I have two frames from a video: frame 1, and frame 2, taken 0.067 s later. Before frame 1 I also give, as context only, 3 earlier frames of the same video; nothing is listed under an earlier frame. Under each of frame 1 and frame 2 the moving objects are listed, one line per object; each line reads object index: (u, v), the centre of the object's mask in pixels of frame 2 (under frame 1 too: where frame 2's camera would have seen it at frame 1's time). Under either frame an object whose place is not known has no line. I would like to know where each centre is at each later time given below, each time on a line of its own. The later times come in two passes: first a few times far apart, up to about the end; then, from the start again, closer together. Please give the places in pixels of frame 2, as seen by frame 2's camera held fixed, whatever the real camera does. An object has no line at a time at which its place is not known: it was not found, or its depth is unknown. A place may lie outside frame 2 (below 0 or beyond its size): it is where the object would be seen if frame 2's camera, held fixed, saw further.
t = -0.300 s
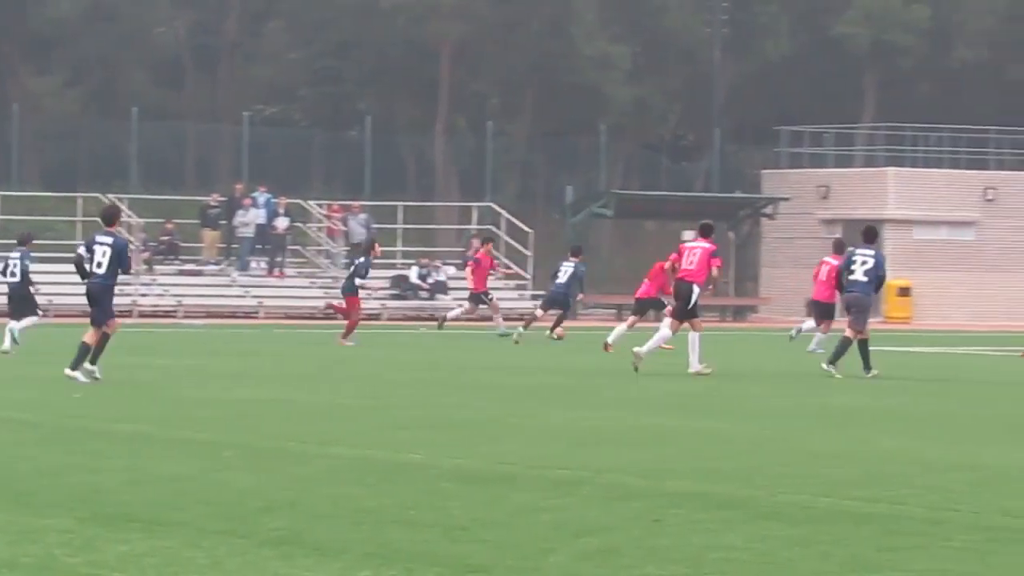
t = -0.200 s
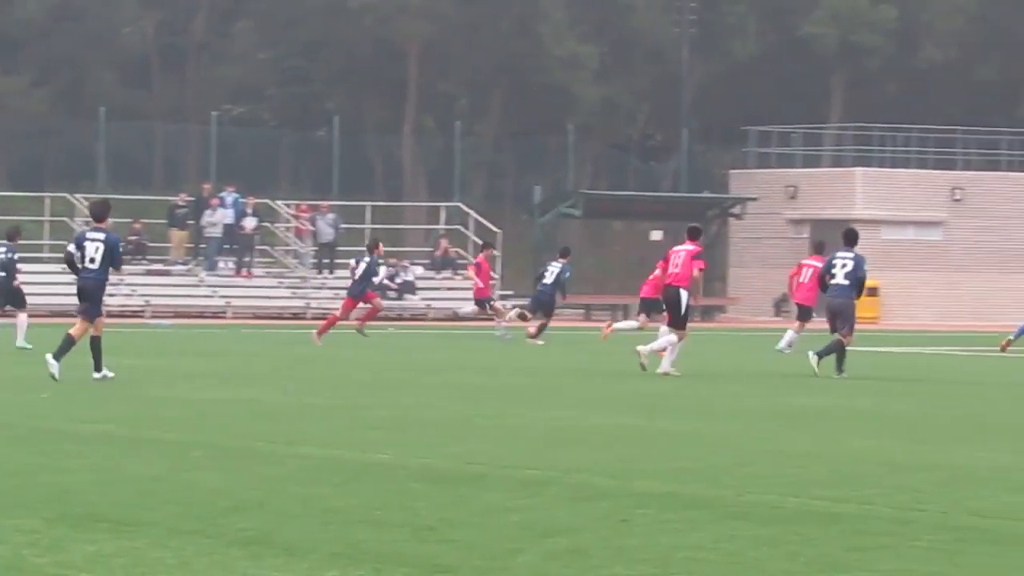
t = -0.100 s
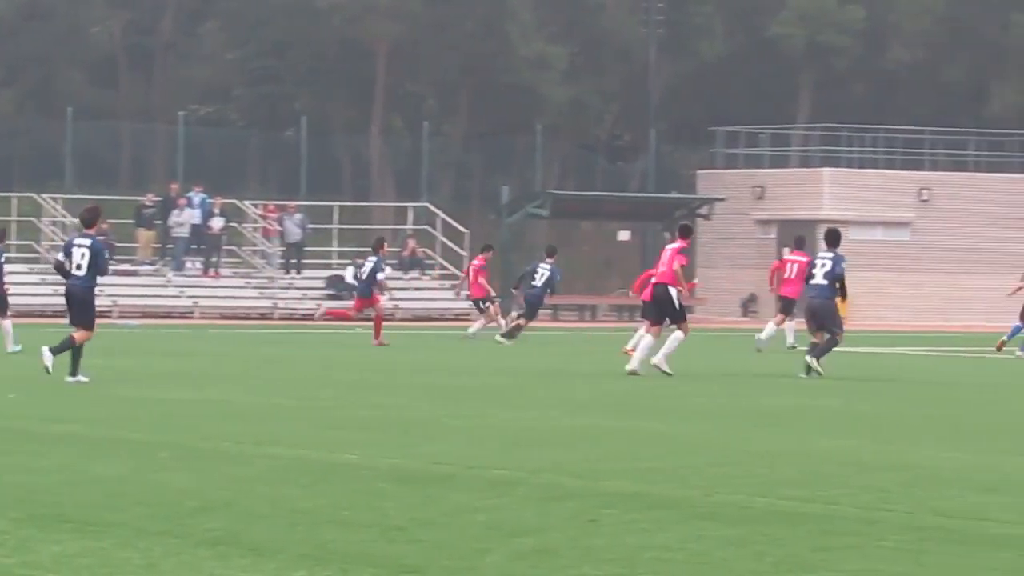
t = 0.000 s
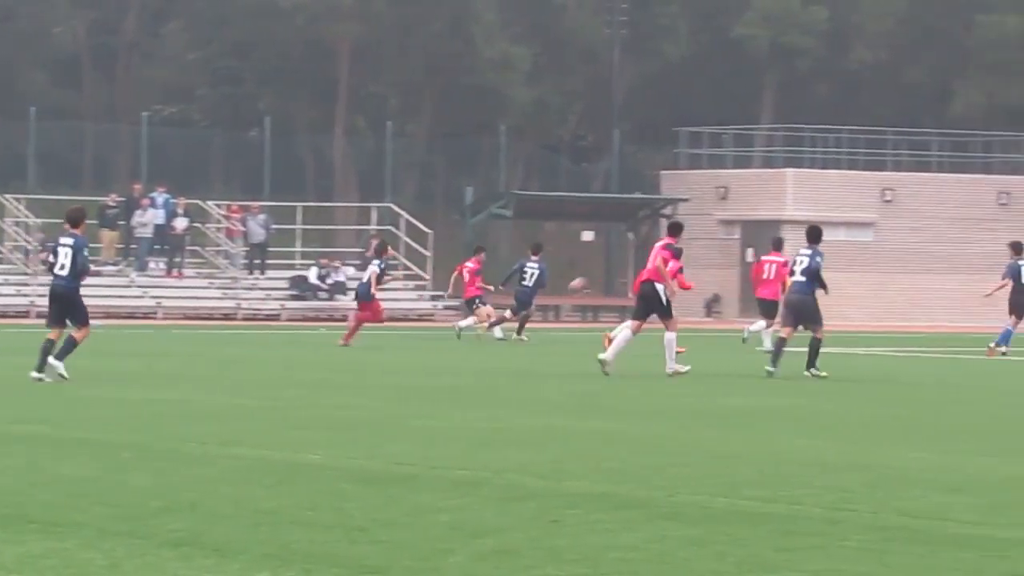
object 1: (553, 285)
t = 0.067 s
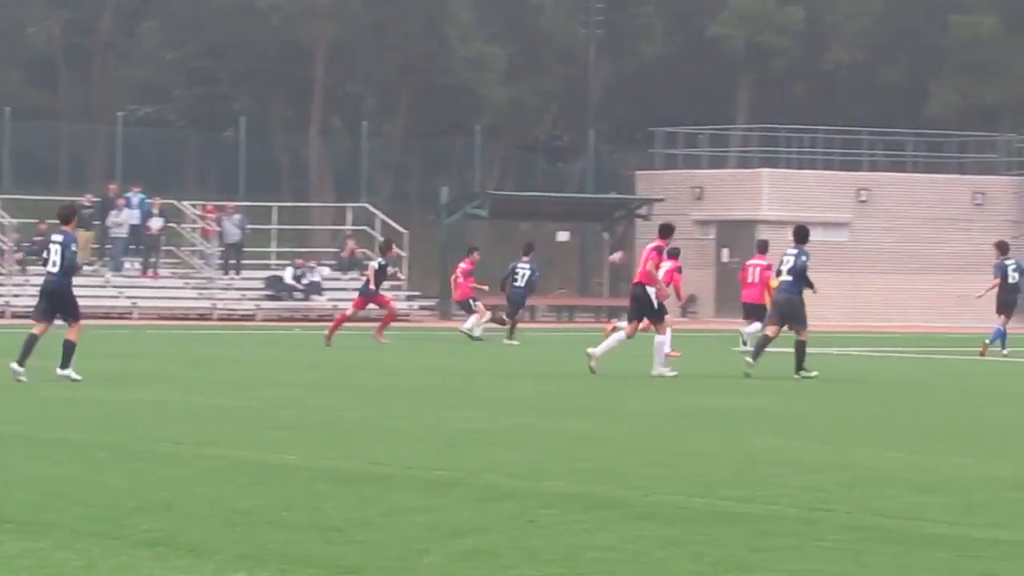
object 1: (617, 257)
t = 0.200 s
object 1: (742, 210)
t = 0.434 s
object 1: (955, 139)
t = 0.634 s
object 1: (1132, 96)
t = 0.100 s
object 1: (647, 245)
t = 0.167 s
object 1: (709, 222)
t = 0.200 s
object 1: (742, 210)
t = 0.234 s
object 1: (772, 200)
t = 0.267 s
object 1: (803, 188)
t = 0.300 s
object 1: (835, 179)
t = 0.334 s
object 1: (866, 166)
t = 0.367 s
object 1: (896, 157)
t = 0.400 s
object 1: (926, 147)
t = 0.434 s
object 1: (955, 139)
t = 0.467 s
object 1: (985, 131)
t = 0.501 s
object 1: (1016, 123)
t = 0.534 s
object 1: (1044, 115)
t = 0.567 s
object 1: (1073, 108)
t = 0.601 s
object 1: (1105, 101)
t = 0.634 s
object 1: (1132, 96)
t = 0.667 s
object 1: (1160, 90)
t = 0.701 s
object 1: (1188, 86)
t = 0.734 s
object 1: (1216, 82)
